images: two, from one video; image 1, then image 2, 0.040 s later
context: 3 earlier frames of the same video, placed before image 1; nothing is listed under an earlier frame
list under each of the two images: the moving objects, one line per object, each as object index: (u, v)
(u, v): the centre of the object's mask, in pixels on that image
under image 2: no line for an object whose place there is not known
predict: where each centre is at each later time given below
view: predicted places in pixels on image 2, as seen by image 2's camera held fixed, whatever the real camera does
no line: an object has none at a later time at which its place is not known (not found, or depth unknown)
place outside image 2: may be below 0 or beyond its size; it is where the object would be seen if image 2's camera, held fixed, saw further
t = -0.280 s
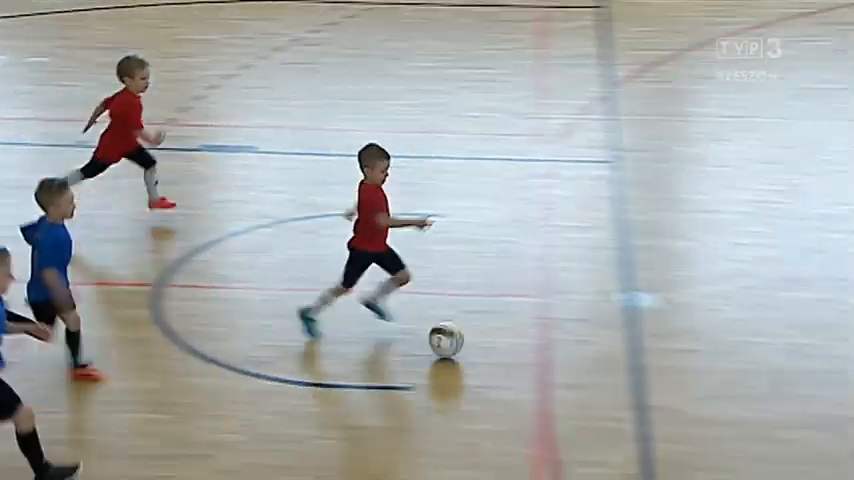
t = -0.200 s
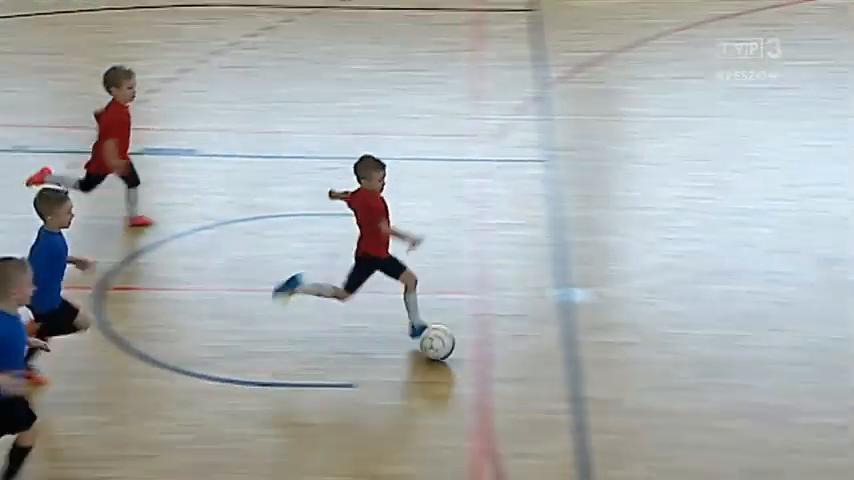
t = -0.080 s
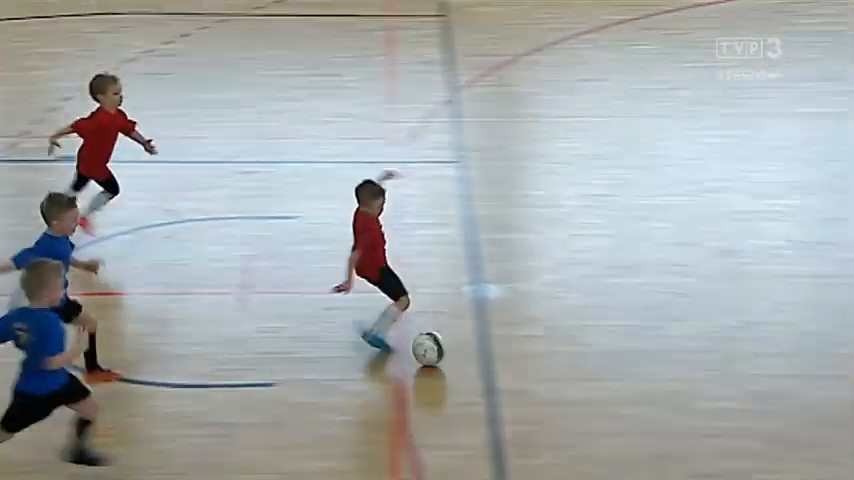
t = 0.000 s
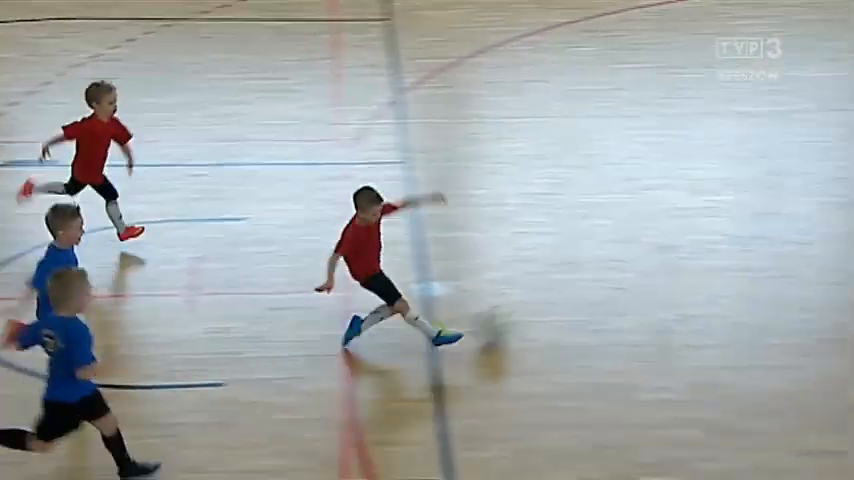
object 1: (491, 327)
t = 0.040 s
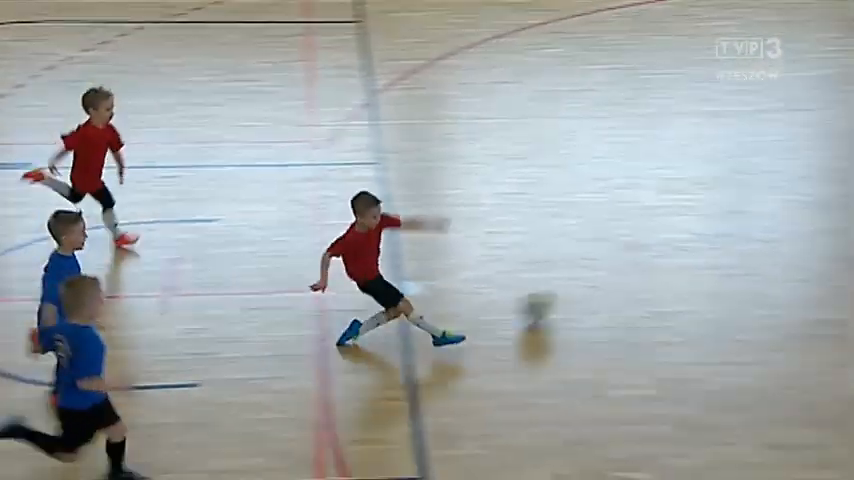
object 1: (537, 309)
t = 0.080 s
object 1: (601, 293)
